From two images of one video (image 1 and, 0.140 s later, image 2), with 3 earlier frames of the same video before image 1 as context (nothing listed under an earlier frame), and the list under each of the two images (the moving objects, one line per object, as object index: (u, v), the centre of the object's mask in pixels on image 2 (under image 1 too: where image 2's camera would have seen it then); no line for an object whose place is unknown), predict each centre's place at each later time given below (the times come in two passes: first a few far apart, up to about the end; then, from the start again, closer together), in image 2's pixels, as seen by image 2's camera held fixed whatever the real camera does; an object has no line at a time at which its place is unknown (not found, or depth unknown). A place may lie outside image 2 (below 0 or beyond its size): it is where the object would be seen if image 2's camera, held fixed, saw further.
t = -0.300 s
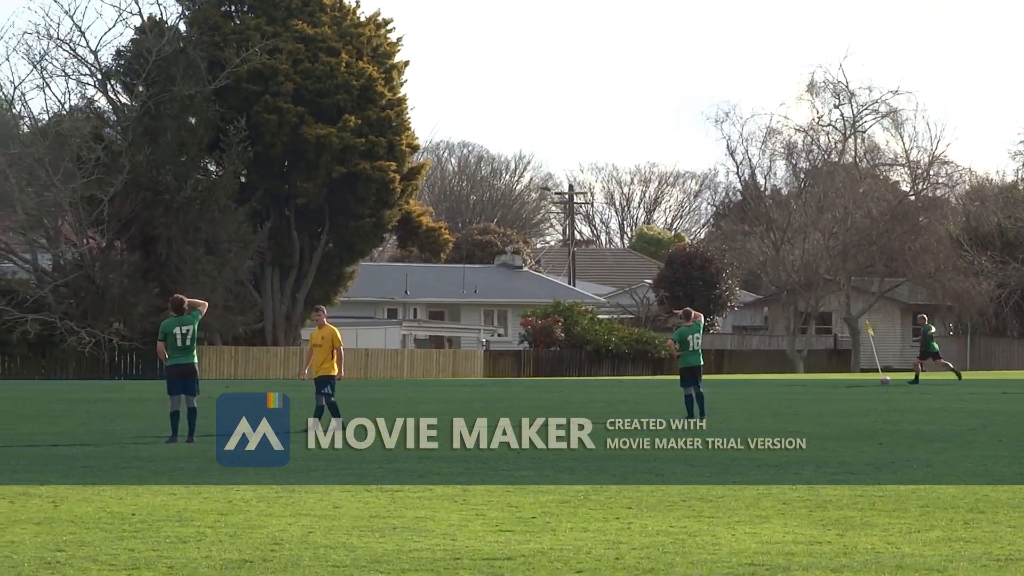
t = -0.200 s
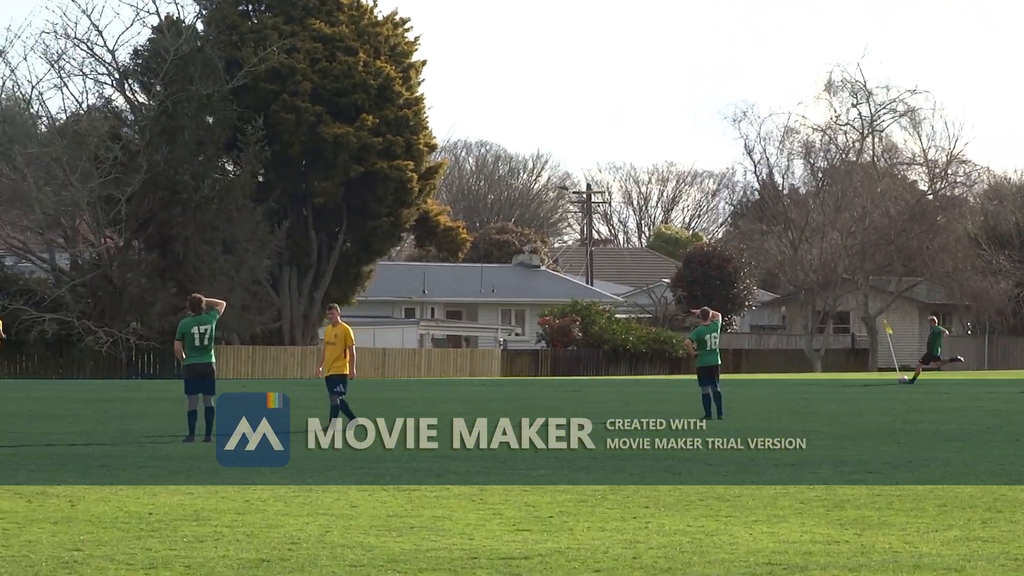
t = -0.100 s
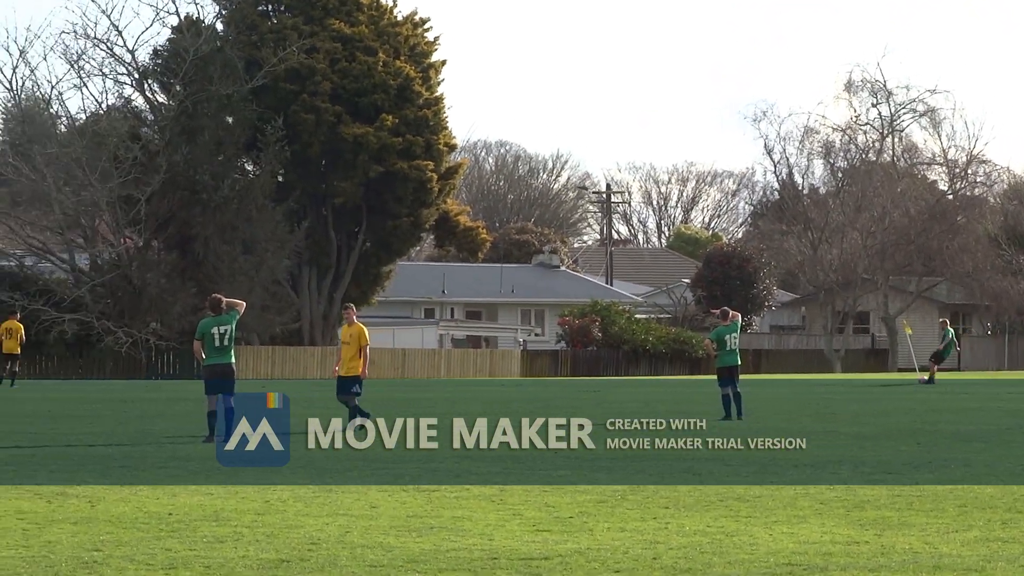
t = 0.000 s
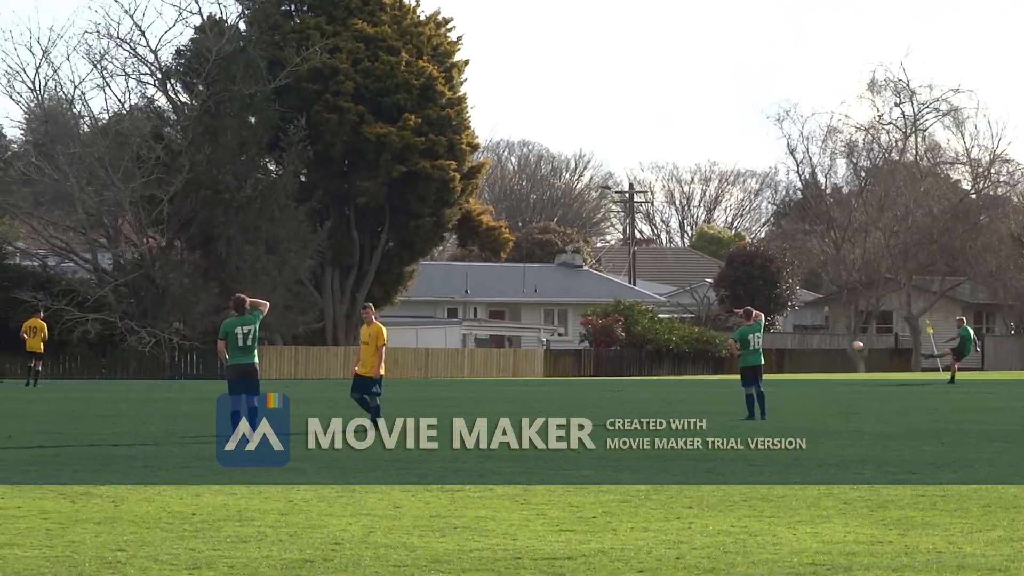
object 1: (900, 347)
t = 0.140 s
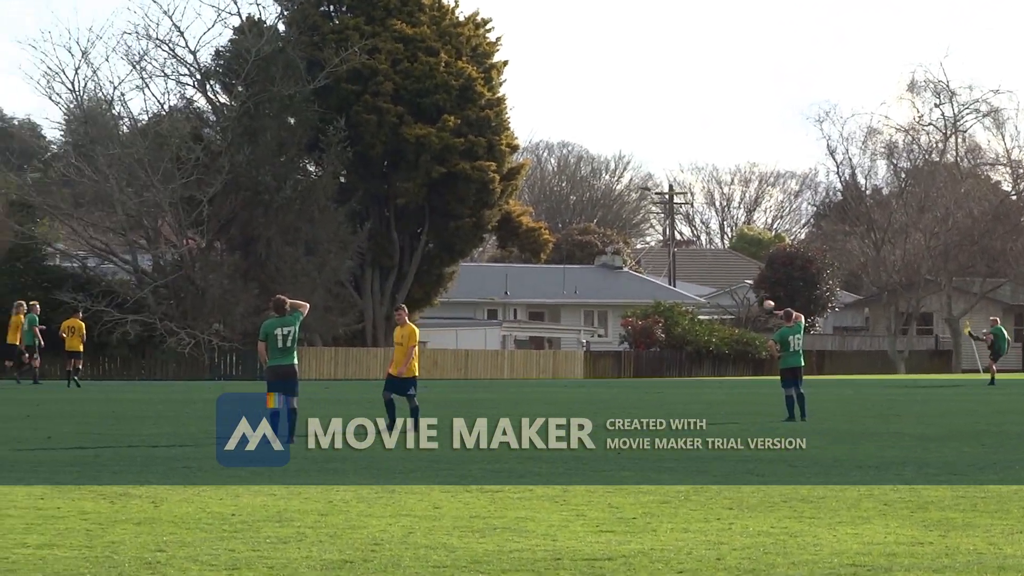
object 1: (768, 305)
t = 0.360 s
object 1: (574, 257)
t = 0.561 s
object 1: (407, 232)
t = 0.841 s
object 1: (184, 226)
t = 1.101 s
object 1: (-24, 255)
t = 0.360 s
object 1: (574, 257)
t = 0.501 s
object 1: (457, 237)
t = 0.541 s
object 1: (424, 234)
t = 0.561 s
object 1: (407, 232)
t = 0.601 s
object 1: (375, 229)
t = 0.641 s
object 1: (343, 227)
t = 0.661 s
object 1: (327, 226)
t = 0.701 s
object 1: (295, 225)
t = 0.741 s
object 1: (263, 224)
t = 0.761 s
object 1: (247, 224)
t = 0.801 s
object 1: (215, 224)
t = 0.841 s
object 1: (184, 226)
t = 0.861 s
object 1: (167, 228)
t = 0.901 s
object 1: (137, 230)
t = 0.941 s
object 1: (105, 232)
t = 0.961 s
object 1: (89, 235)
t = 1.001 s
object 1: (57, 240)
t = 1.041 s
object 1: (25, 245)
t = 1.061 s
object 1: (9, 248)
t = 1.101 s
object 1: (-24, 255)
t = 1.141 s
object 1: (-58, 262)
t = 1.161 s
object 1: (-75, 267)
